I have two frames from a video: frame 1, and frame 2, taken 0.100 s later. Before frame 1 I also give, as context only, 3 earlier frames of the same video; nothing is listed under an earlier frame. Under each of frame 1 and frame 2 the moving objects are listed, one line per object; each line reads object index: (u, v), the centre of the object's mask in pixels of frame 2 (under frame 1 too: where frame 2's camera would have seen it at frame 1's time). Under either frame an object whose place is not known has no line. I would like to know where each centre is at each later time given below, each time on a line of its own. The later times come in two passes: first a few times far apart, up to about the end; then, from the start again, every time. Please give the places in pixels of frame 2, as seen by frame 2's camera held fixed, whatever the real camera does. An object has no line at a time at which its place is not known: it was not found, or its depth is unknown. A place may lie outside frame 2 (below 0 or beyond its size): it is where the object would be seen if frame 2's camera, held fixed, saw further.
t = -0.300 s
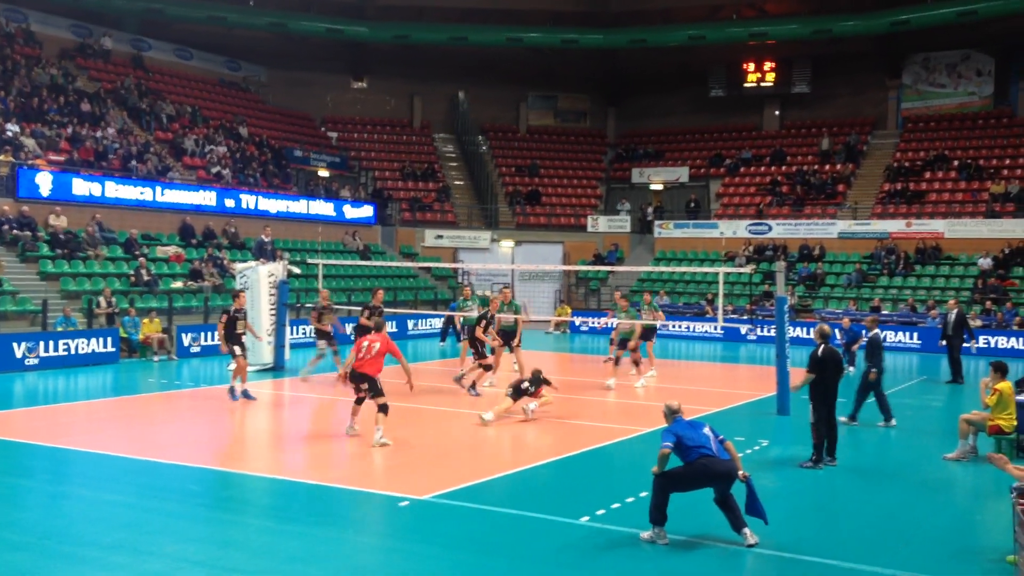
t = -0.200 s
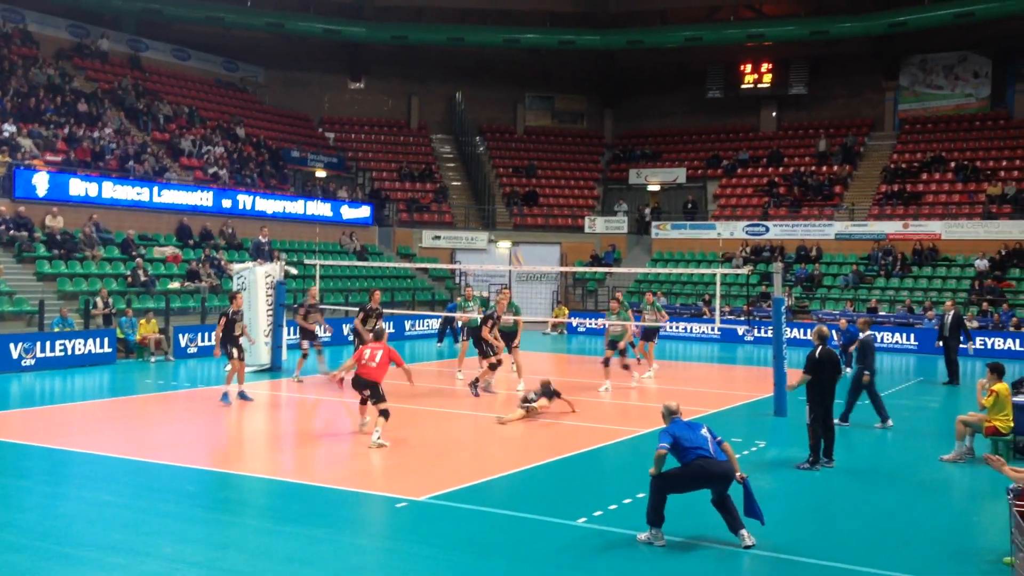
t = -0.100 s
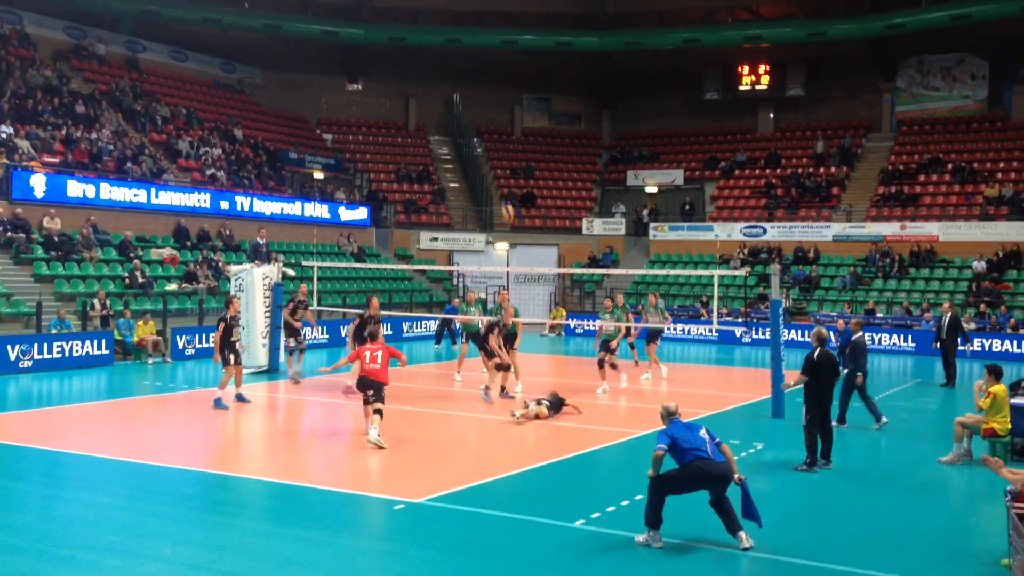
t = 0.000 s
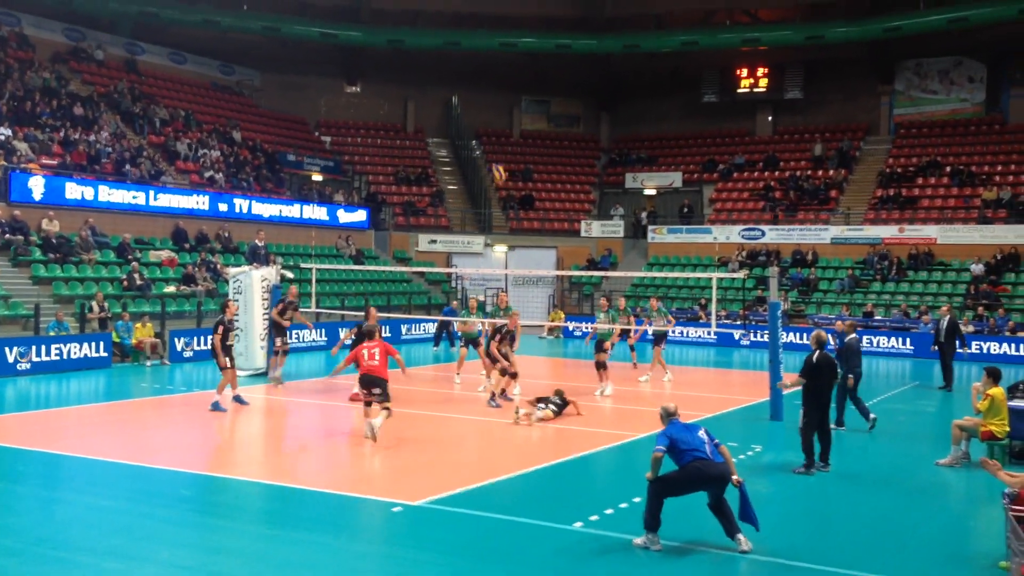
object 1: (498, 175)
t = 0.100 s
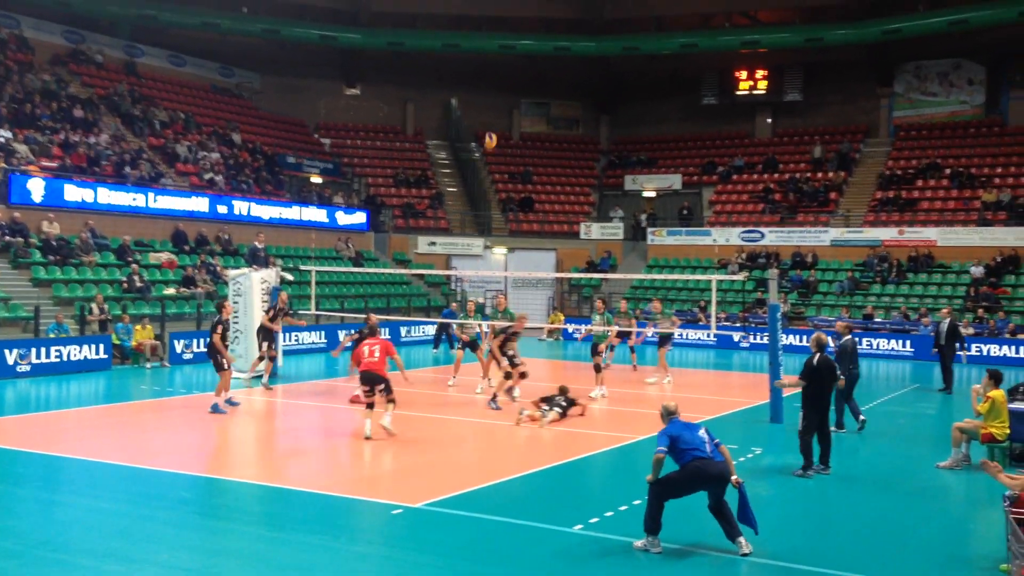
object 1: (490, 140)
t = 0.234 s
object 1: (480, 104)
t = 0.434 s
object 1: (465, 70)
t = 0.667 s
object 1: (447, 57)
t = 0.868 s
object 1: (433, 71)
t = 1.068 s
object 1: (419, 106)
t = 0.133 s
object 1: (488, 129)
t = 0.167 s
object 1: (485, 120)
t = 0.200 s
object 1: (483, 112)
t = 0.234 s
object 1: (480, 104)
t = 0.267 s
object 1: (478, 96)
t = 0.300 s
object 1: (475, 90)
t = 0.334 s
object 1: (473, 84)
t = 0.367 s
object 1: (470, 79)
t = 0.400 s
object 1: (467, 72)
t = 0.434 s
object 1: (465, 70)
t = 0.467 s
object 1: (462, 66)
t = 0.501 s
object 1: (460, 63)
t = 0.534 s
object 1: (458, 61)
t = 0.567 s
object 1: (455, 59)
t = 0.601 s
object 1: (453, 58)
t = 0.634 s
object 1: (450, 57)
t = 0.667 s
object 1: (447, 57)
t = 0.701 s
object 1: (446, 58)
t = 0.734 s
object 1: (443, 59)
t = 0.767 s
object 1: (441, 62)
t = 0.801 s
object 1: (438, 64)
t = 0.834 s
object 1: (436, 67)
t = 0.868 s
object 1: (433, 71)
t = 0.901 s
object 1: (431, 75)
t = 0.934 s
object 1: (428, 80)
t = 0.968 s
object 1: (426, 86)
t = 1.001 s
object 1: (424, 92)
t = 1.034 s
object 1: (422, 99)
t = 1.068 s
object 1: (419, 106)
